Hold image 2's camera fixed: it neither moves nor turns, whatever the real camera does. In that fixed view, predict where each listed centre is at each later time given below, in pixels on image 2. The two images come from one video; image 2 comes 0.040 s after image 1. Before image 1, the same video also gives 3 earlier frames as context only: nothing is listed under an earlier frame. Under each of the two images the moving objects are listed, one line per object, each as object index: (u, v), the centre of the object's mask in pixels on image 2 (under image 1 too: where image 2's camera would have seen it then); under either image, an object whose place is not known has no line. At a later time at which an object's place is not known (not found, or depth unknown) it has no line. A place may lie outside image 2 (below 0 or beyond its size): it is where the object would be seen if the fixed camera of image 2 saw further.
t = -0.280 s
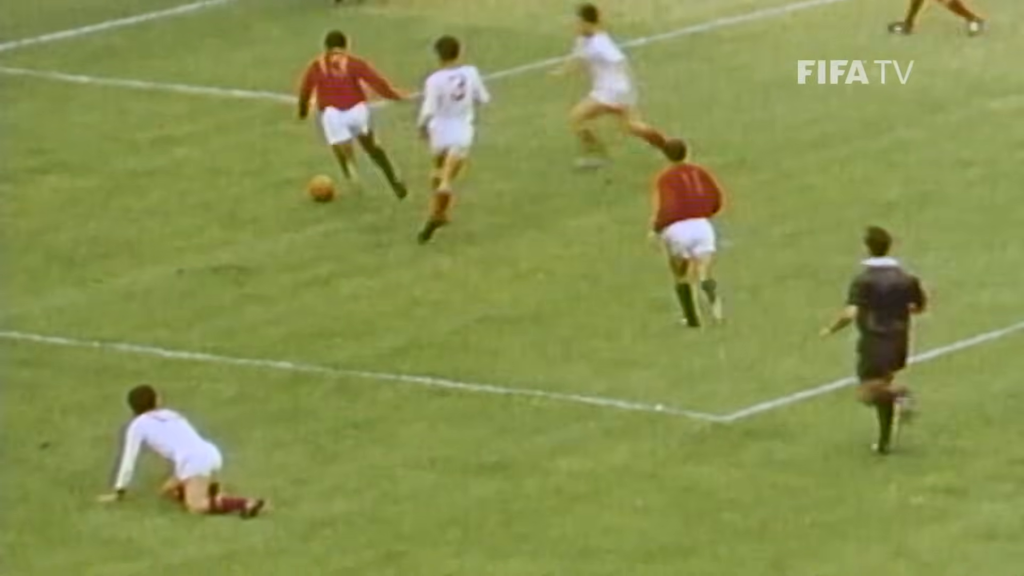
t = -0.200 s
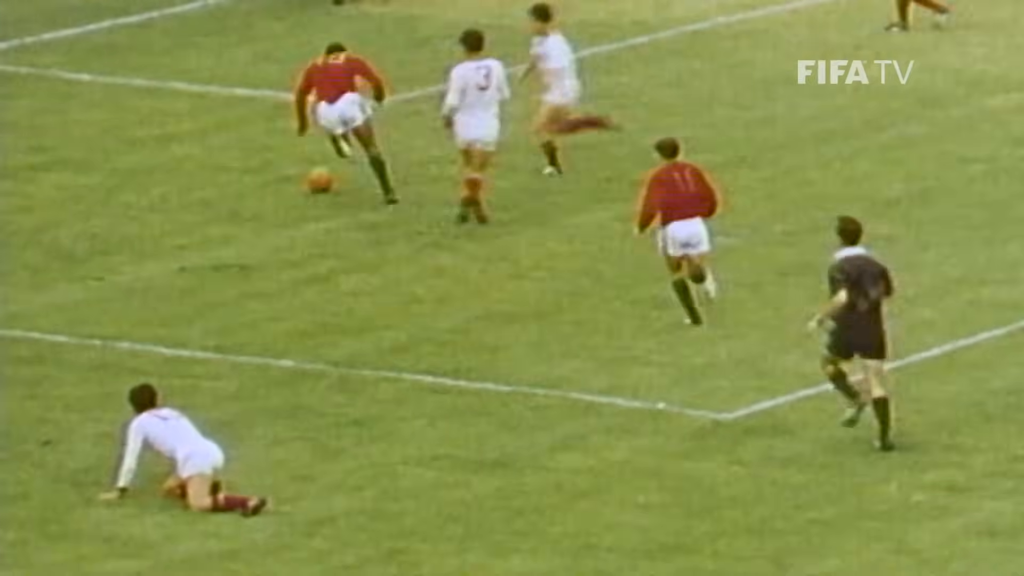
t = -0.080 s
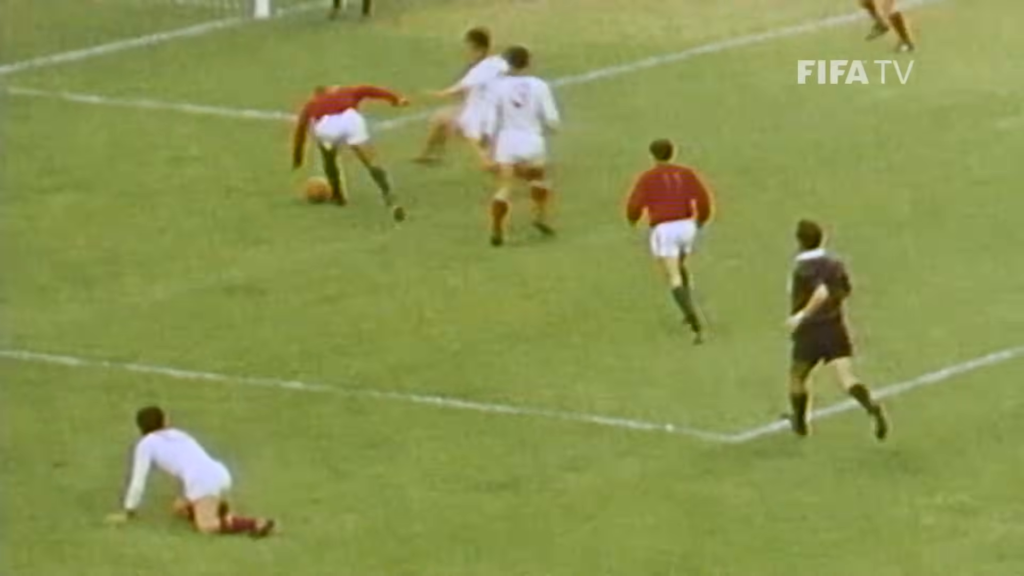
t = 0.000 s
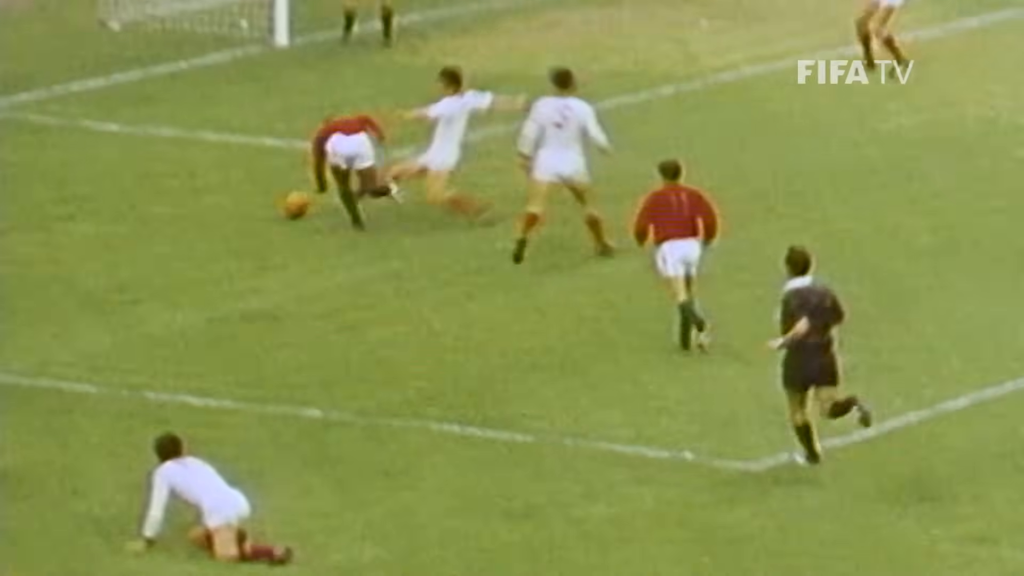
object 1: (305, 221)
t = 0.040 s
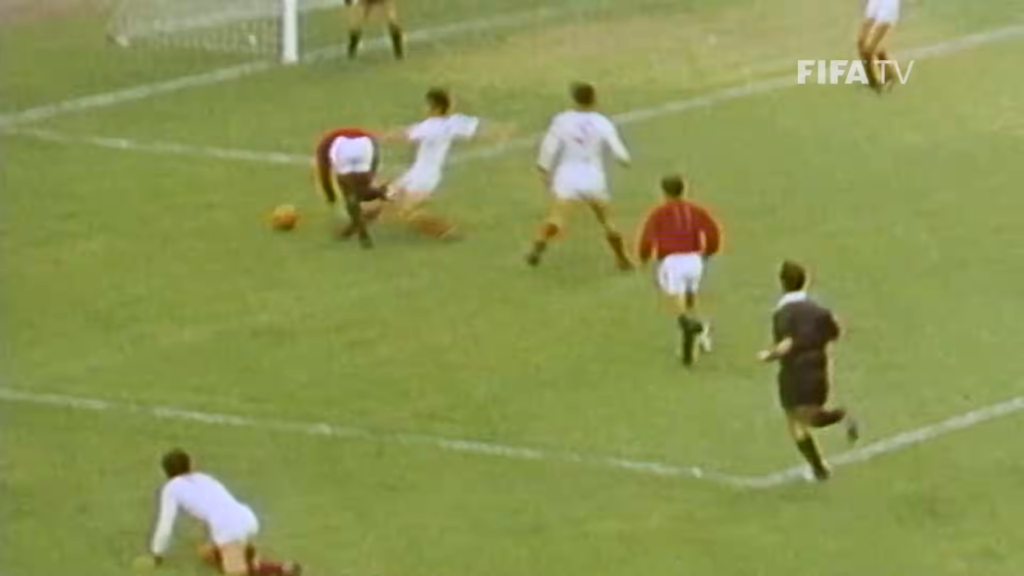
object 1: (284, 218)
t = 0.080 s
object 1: (266, 213)
